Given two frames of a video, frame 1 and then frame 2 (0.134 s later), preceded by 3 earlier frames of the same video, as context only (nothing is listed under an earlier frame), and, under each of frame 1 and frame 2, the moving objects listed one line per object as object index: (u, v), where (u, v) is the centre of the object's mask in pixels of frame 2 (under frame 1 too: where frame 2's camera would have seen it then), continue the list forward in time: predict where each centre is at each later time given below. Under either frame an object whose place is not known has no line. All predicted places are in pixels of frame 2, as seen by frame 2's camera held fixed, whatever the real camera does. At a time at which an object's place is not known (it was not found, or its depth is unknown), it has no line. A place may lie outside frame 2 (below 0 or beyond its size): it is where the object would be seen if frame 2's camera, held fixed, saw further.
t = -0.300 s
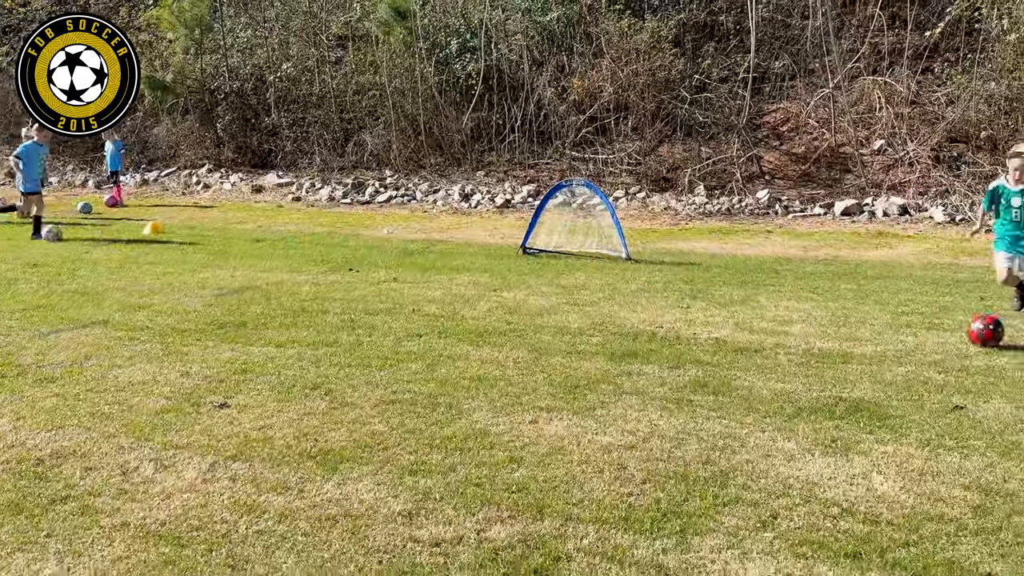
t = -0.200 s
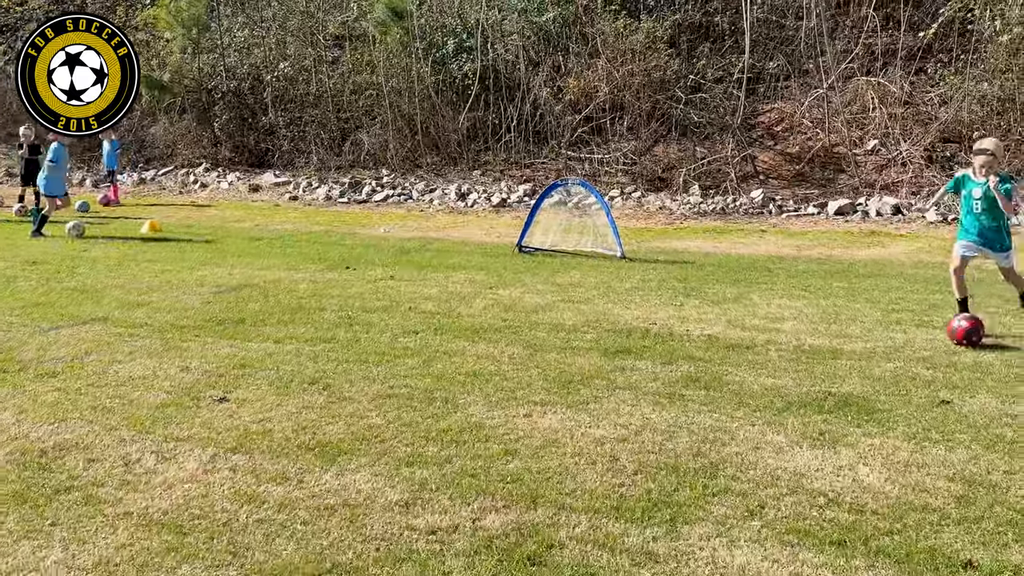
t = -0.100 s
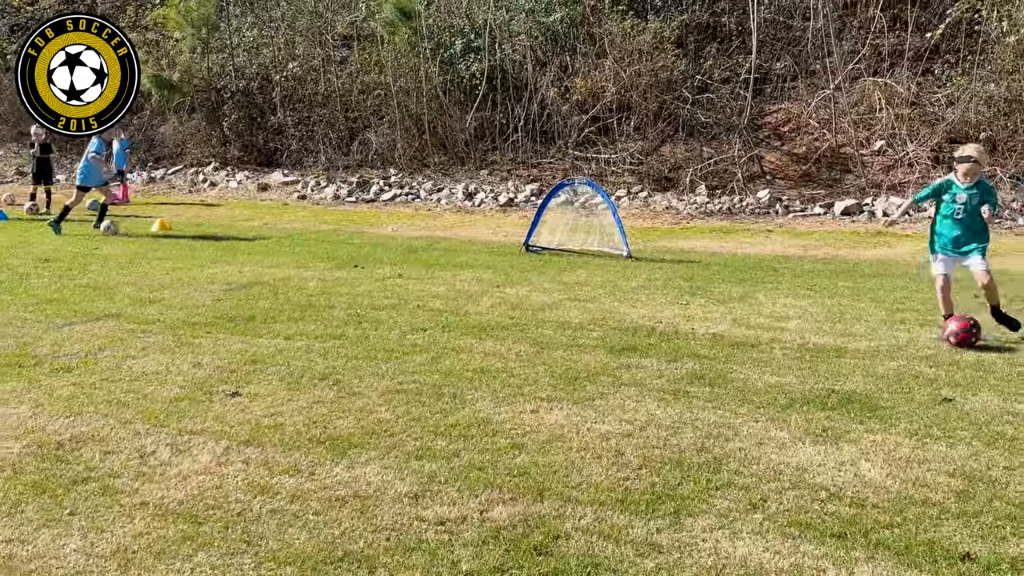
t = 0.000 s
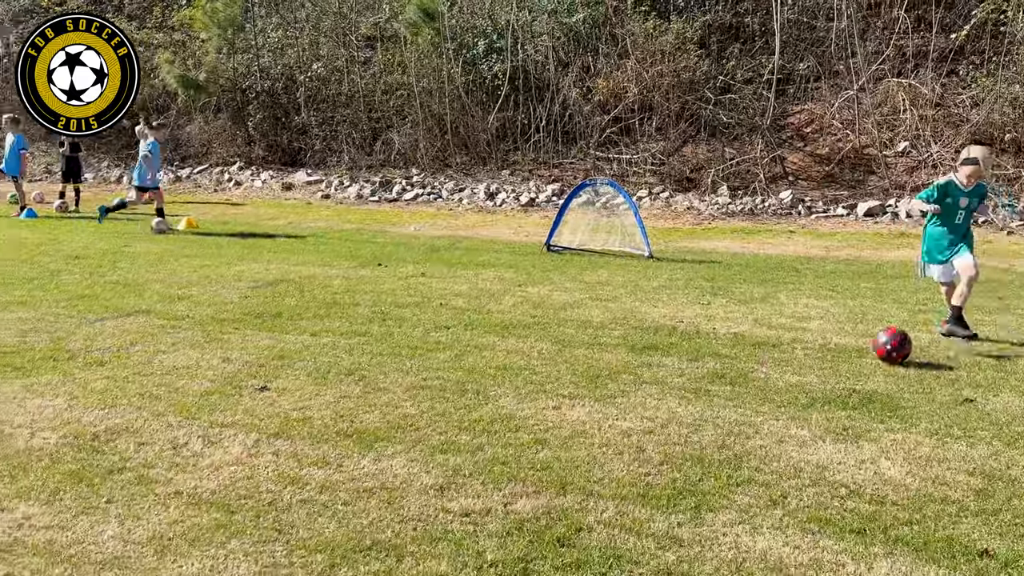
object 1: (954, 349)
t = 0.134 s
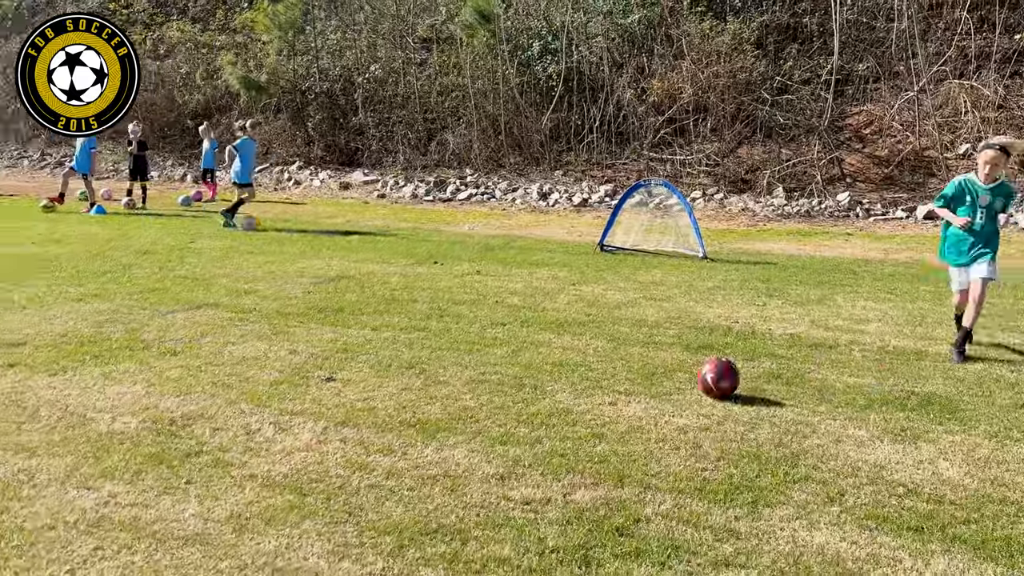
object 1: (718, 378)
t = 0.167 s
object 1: (657, 382)
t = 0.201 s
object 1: (594, 389)
